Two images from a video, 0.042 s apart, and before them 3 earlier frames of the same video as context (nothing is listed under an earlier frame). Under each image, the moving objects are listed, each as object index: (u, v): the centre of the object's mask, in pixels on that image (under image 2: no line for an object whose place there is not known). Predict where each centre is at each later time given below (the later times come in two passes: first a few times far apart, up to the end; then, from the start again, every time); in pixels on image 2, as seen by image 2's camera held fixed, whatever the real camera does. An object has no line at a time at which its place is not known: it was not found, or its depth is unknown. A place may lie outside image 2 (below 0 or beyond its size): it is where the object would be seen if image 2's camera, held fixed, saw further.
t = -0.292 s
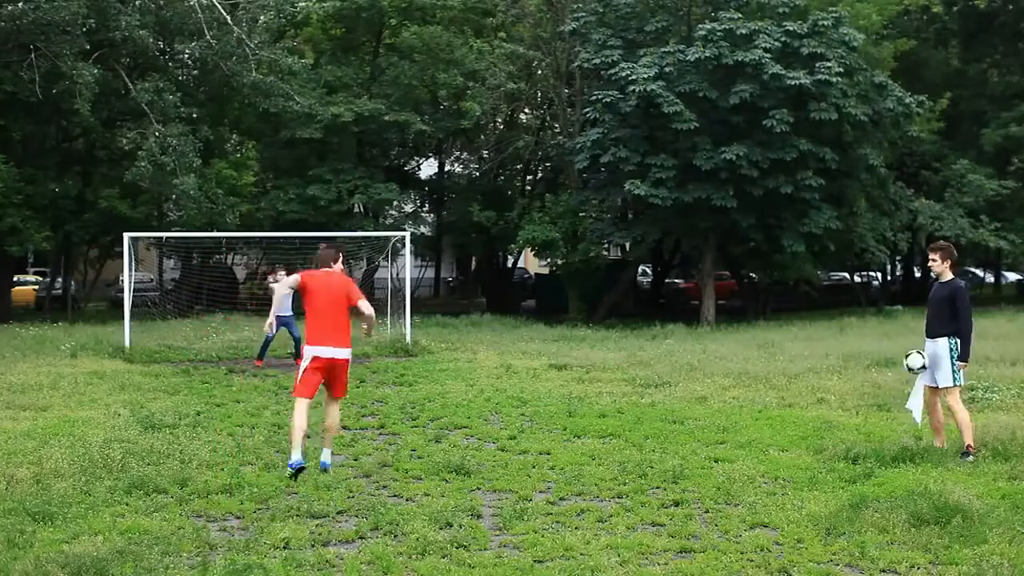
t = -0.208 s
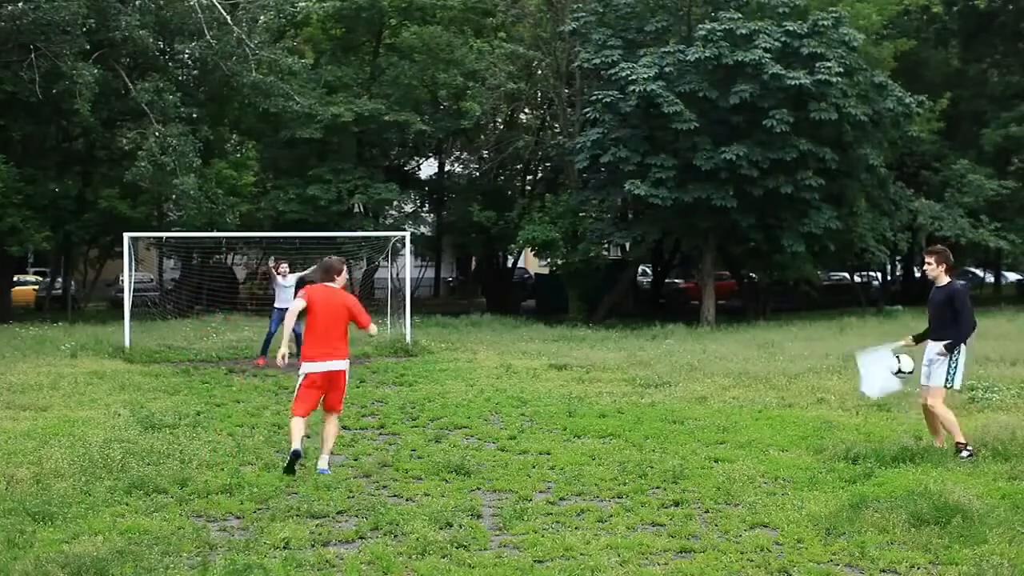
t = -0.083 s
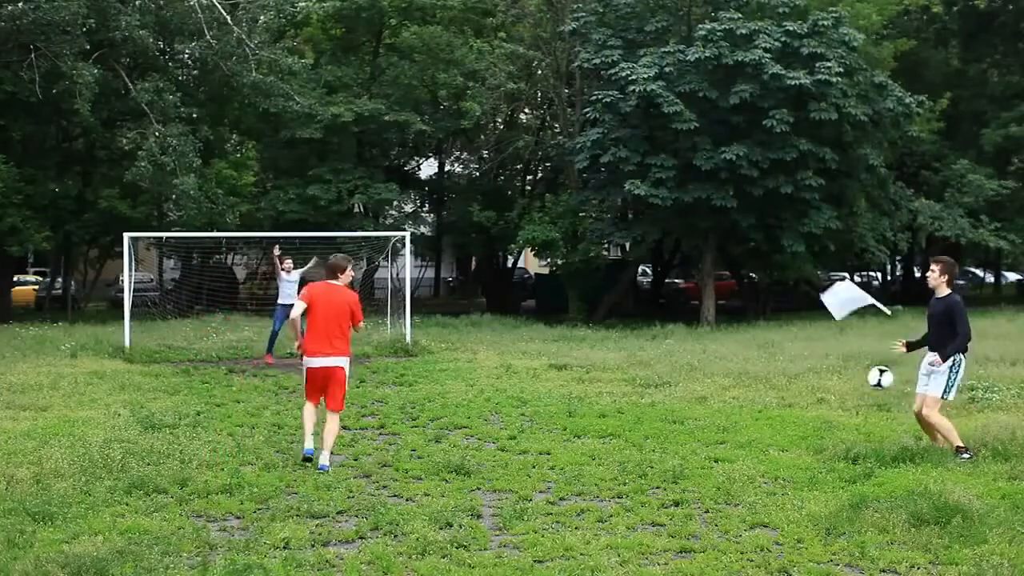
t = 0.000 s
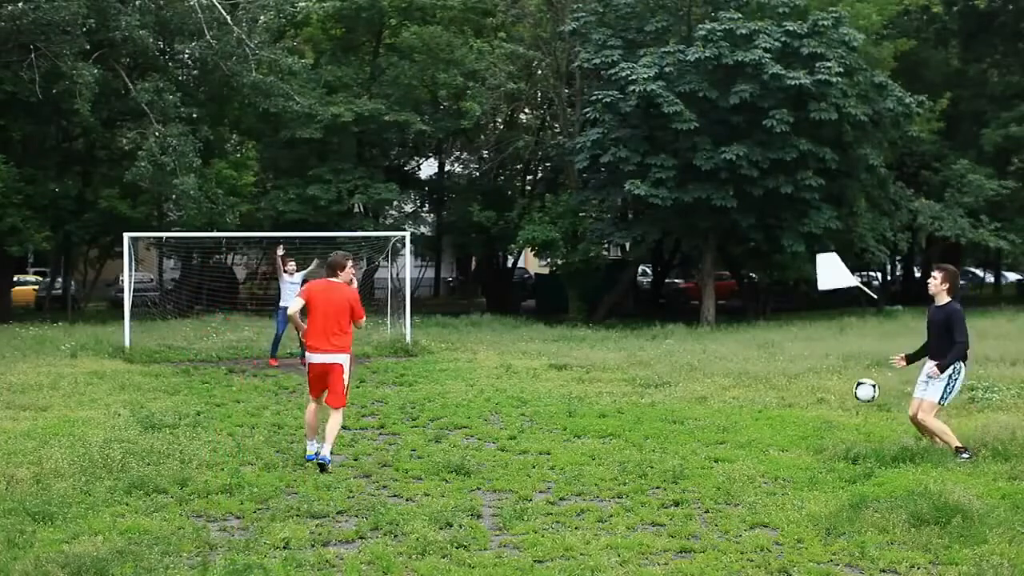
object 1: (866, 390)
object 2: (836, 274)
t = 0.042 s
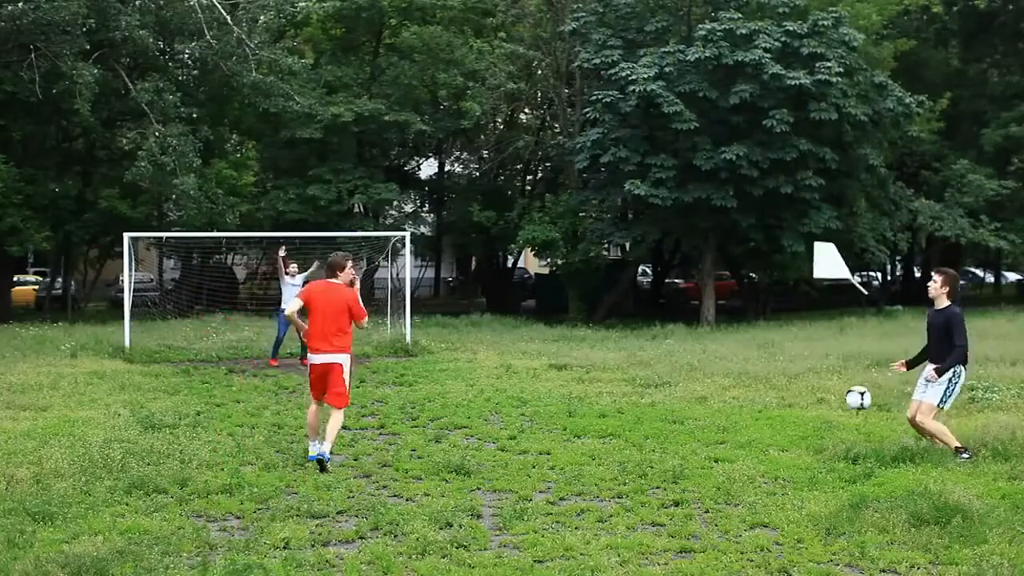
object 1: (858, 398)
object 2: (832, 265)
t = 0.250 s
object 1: (821, 442)
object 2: (813, 255)
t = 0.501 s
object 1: (791, 436)
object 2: (783, 303)
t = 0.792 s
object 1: (750, 447)
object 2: (737, 415)
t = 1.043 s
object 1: (712, 448)
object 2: (742, 439)
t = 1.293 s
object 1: (675, 449)
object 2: (744, 446)
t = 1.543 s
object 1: (640, 452)
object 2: (745, 447)
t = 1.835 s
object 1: (605, 454)
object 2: (745, 448)
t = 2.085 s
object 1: (579, 457)
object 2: (745, 448)
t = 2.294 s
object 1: (559, 458)
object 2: (745, 448)
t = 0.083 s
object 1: (851, 406)
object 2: (829, 258)
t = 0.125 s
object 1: (843, 415)
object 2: (824, 254)
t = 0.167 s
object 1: (836, 425)
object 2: (820, 251)
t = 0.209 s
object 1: (828, 436)
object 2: (817, 253)
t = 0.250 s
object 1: (821, 442)
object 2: (813, 255)
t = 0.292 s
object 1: (817, 439)
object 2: (809, 260)
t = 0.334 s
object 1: (812, 437)
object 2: (804, 267)
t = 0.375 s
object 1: (807, 436)
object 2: (800, 275)
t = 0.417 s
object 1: (801, 435)
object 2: (796, 282)
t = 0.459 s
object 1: (796, 435)
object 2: (790, 293)
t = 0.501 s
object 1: (791, 436)
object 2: (783, 303)
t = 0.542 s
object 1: (785, 438)
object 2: (777, 316)
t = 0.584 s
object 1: (780, 441)
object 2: (772, 331)
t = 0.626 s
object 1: (775, 445)
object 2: (767, 346)
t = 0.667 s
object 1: (769, 446)
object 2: (762, 362)
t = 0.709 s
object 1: (763, 445)
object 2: (754, 378)
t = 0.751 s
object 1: (757, 446)
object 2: (746, 395)
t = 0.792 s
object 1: (750, 447)
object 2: (737, 415)
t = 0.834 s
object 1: (746, 447)
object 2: (735, 427)
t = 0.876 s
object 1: (739, 446)
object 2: (737, 430)
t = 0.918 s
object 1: (730, 447)
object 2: (741, 436)
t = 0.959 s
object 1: (722, 448)
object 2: (741, 439)
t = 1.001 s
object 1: (718, 448)
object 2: (742, 439)
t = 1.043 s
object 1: (712, 448)
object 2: (742, 439)
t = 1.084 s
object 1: (706, 447)
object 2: (743, 440)
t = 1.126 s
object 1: (699, 448)
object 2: (743, 441)
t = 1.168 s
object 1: (693, 449)
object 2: (744, 443)
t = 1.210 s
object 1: (687, 449)
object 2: (744, 444)
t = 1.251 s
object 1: (680, 449)
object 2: (744, 445)
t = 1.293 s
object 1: (675, 449)
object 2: (744, 446)
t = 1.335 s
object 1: (669, 449)
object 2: (744, 446)
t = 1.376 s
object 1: (663, 450)
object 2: (744, 447)
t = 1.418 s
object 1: (657, 450)
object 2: (745, 448)
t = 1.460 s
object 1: (652, 451)
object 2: (745, 448)
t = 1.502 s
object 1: (646, 451)
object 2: (745, 448)
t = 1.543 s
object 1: (640, 452)
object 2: (745, 447)
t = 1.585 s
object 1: (635, 453)
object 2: (745, 448)
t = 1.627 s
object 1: (630, 452)
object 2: (745, 448)
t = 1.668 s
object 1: (625, 452)
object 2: (745, 448)
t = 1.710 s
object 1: (620, 453)
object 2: (745, 448)
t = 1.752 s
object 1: (615, 454)
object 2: (745, 448)
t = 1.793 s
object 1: (609, 455)
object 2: (745, 448)
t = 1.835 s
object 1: (605, 454)
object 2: (745, 448)
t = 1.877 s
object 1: (601, 455)
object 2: (745, 448)
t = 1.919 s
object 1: (596, 456)
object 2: (745, 448)
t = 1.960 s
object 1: (591, 456)
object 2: (745, 448)
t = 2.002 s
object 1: (587, 456)
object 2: (745, 448)
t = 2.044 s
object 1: (583, 457)
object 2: (745, 448)
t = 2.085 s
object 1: (579, 457)
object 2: (745, 448)
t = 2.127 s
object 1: (575, 457)
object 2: (745, 448)
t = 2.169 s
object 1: (571, 458)
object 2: (745, 448)
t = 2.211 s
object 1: (567, 458)
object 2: (745, 448)
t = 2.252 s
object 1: (563, 458)
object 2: (745, 448)
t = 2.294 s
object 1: (559, 458)
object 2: (745, 448)
